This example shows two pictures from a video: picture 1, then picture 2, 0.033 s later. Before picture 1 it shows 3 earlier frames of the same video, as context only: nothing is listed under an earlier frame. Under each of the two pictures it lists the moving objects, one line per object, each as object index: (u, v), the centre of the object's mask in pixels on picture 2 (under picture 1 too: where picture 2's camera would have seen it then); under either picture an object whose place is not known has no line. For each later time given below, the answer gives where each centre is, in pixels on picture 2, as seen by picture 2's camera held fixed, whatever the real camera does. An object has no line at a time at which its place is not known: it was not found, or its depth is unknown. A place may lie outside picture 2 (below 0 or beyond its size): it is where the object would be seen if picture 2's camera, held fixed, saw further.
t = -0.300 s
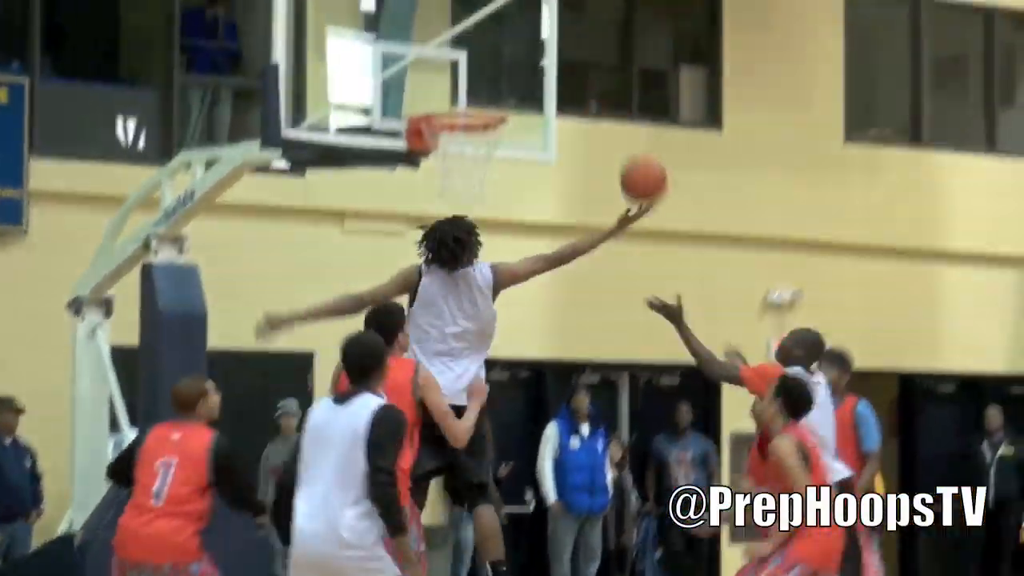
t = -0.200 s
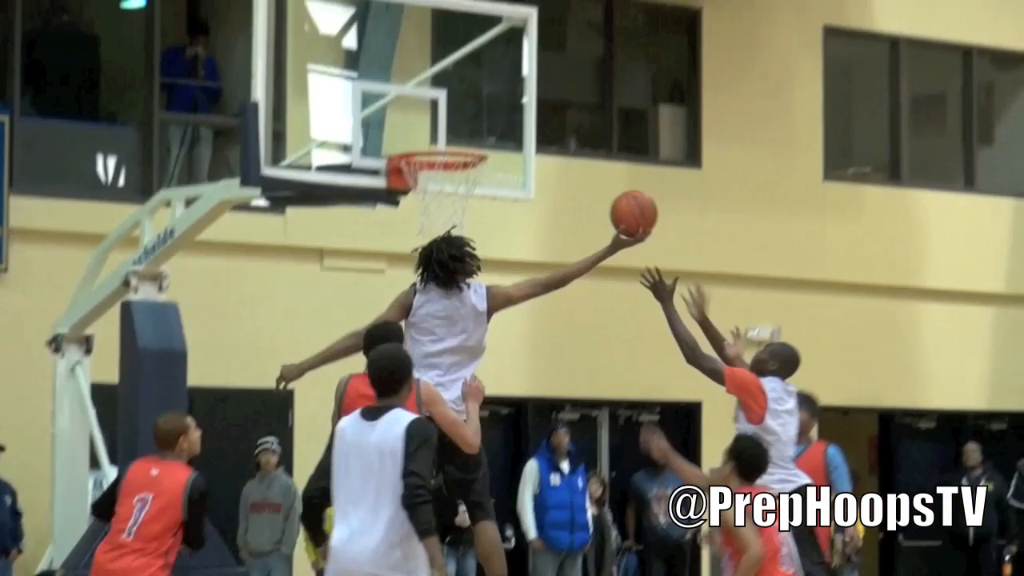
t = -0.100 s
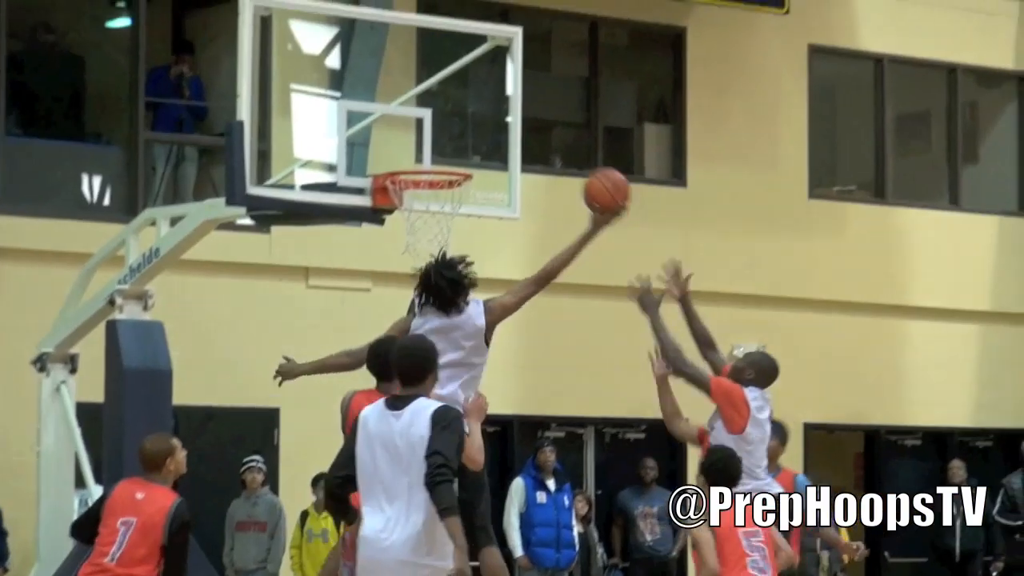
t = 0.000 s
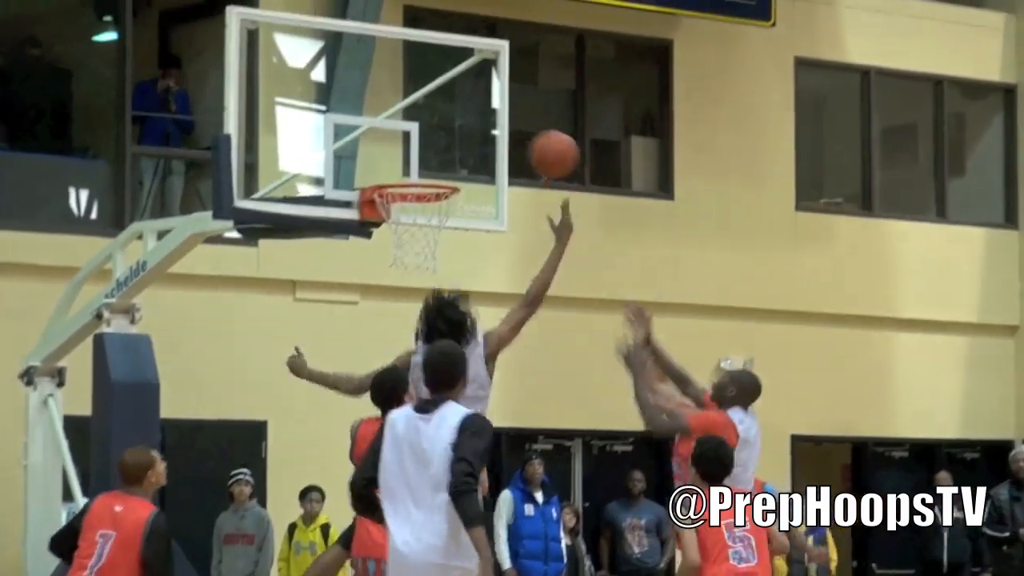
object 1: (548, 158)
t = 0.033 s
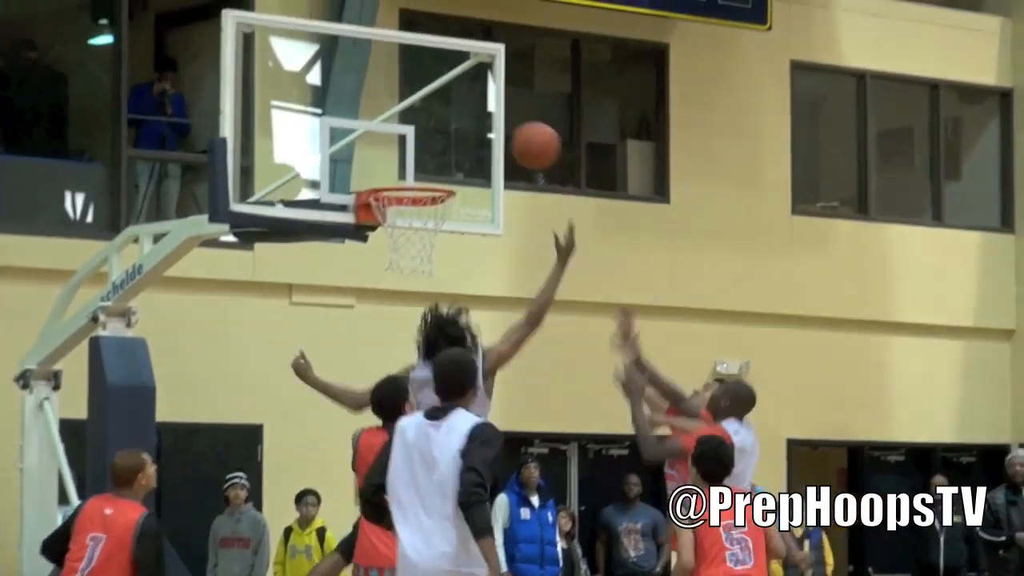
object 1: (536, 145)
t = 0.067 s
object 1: (524, 135)
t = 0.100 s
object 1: (509, 126)
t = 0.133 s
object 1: (495, 119)
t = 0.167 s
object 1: (479, 116)
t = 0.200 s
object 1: (467, 114)
